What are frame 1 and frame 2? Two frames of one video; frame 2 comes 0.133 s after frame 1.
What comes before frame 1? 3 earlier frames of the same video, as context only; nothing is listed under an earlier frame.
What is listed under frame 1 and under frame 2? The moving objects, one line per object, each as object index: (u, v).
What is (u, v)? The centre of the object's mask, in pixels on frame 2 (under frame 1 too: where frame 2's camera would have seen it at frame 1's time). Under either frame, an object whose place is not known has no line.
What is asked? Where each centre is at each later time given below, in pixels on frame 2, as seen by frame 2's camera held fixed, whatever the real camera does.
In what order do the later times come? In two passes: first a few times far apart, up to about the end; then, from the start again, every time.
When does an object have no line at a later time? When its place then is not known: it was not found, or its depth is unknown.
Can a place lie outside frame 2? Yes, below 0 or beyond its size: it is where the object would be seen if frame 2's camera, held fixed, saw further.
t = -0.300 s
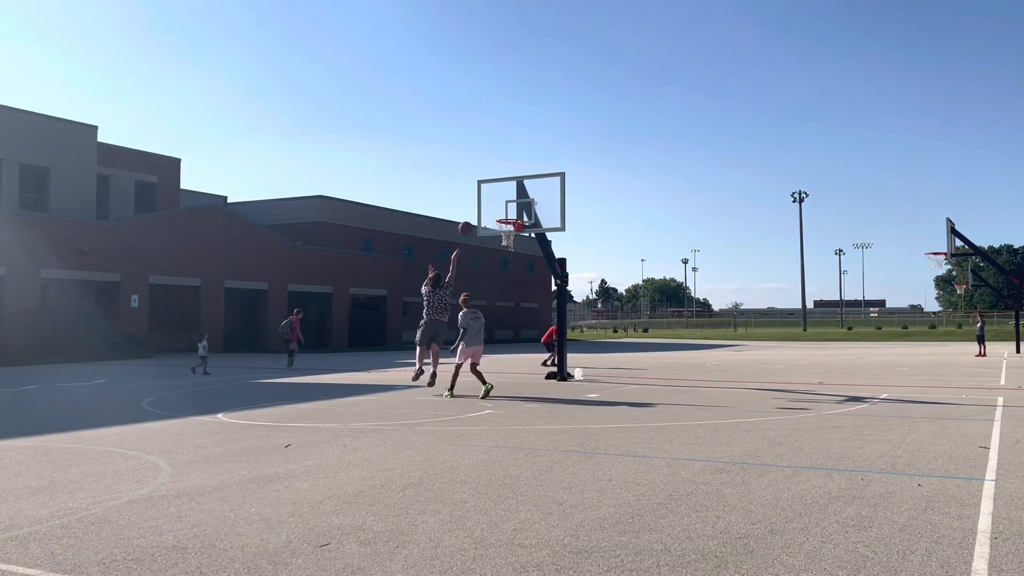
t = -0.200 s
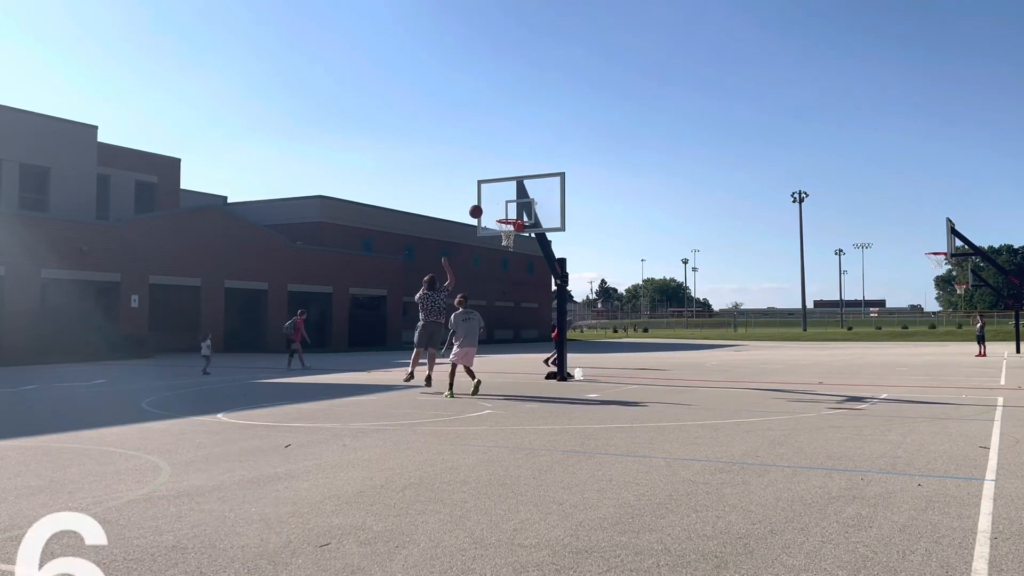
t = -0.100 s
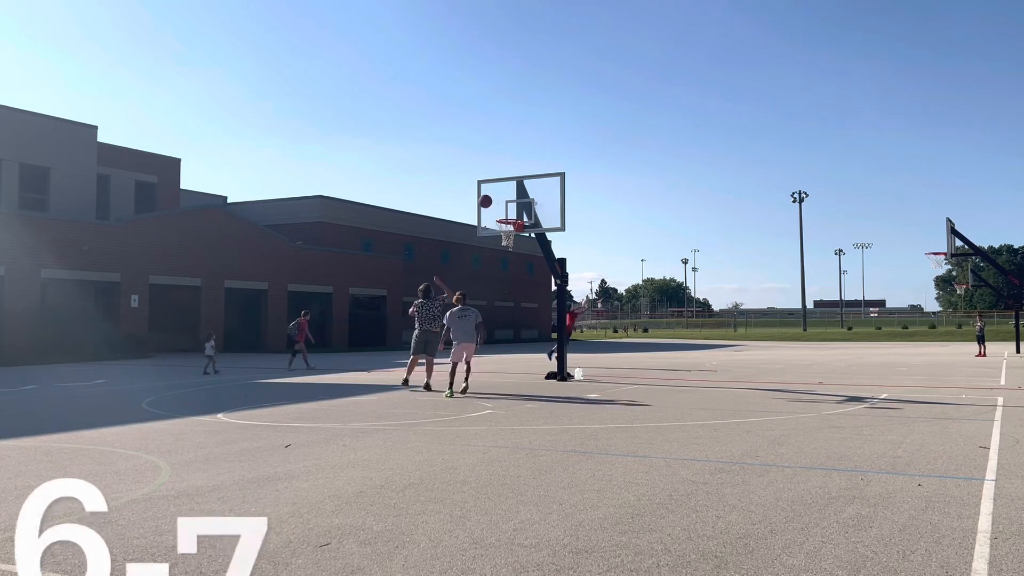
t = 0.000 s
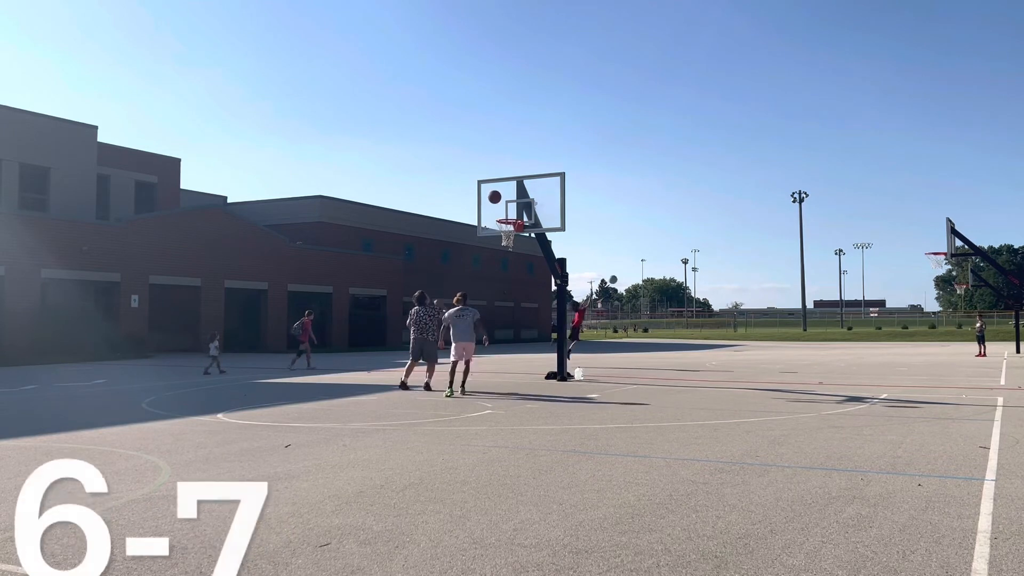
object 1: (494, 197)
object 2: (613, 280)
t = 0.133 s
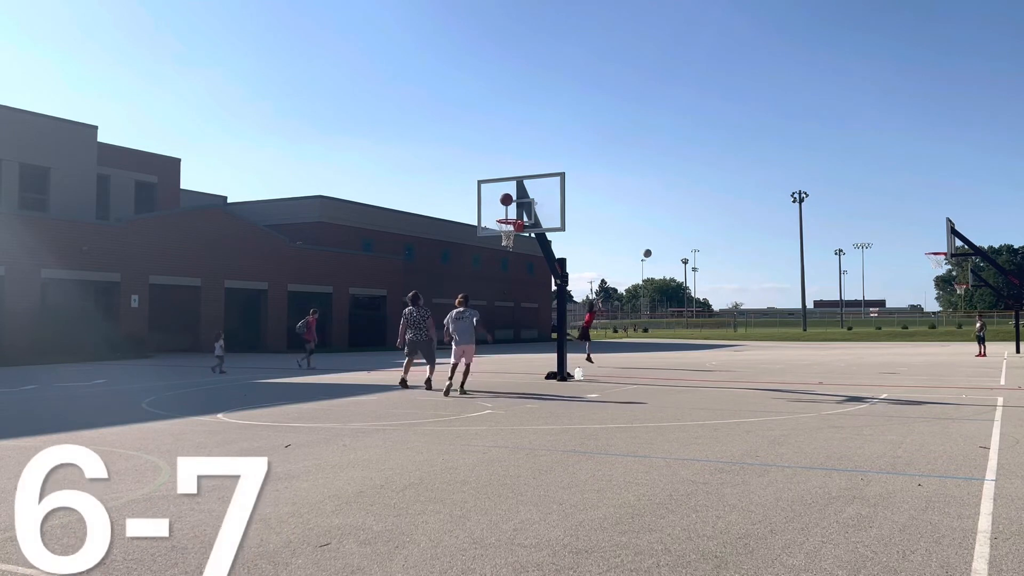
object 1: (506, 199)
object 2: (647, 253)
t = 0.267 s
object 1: (505, 210)
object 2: (681, 234)
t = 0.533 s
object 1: (515, 216)
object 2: (748, 214)
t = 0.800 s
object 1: (505, 216)
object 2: (813, 221)
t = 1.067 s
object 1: (509, 228)
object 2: (877, 254)
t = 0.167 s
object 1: (509, 201)
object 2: (656, 248)
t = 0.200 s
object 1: (508, 204)
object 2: (664, 243)
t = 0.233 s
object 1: (506, 206)
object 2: (673, 238)
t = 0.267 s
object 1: (505, 210)
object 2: (681, 234)
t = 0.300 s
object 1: (503, 213)
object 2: (690, 230)
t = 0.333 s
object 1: (502, 215)
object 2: (698, 226)
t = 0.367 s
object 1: (504, 216)
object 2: (706, 223)
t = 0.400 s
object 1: (506, 217)
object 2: (715, 220)
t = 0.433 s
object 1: (509, 217)
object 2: (723, 218)
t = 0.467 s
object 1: (511, 216)
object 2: (731, 217)
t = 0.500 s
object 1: (514, 217)
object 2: (739, 215)
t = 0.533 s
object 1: (515, 216)
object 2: (748, 214)
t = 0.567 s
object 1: (515, 216)
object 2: (756, 214)
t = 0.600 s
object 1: (514, 216)
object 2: (764, 214)
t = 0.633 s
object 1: (513, 216)
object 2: (772, 214)
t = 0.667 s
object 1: (512, 216)
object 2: (780, 215)
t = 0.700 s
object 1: (510, 216)
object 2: (788, 216)
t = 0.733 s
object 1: (508, 216)
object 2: (796, 217)
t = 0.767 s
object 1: (506, 216)
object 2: (805, 219)
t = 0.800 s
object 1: (505, 216)
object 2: (813, 221)
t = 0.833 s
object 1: (503, 216)
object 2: (821, 224)
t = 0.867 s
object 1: (503, 216)
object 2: (829, 227)
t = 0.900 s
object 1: (503, 216)
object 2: (837, 231)
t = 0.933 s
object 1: (503, 220)
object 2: (845, 235)
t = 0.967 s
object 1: (505, 221)
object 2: (853, 239)
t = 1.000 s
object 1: (506, 223)
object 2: (861, 244)
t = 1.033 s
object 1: (507, 225)
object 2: (869, 248)
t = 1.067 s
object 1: (509, 228)
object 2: (877, 254)
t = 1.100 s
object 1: (511, 228)
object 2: (885, 260)
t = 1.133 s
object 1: (513, 228)
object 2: (893, 266)
